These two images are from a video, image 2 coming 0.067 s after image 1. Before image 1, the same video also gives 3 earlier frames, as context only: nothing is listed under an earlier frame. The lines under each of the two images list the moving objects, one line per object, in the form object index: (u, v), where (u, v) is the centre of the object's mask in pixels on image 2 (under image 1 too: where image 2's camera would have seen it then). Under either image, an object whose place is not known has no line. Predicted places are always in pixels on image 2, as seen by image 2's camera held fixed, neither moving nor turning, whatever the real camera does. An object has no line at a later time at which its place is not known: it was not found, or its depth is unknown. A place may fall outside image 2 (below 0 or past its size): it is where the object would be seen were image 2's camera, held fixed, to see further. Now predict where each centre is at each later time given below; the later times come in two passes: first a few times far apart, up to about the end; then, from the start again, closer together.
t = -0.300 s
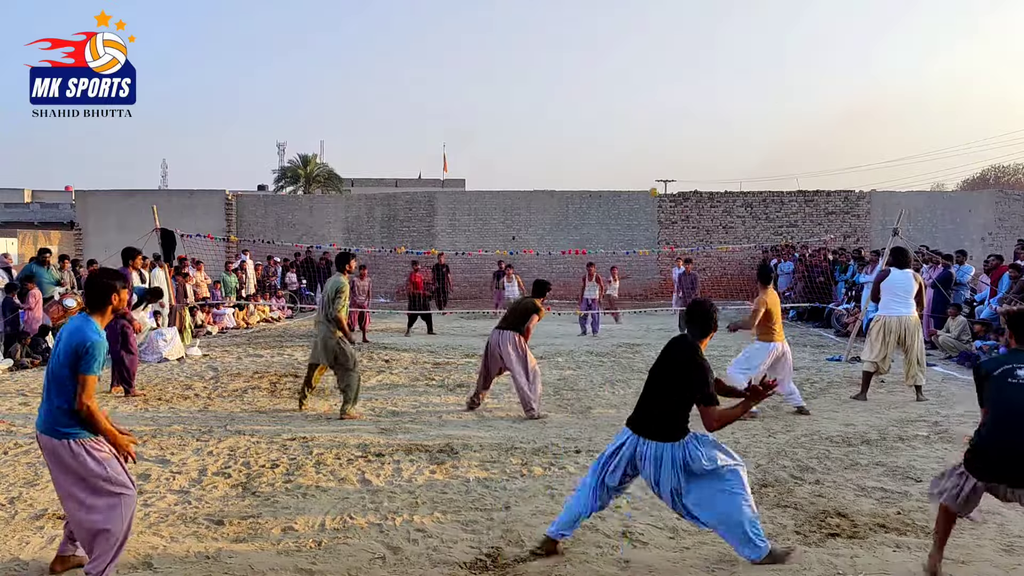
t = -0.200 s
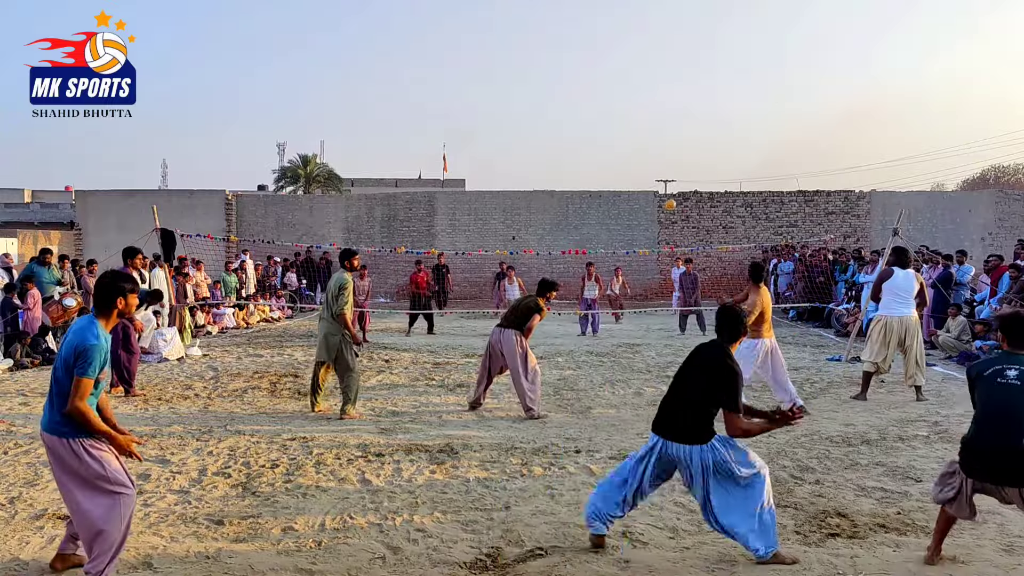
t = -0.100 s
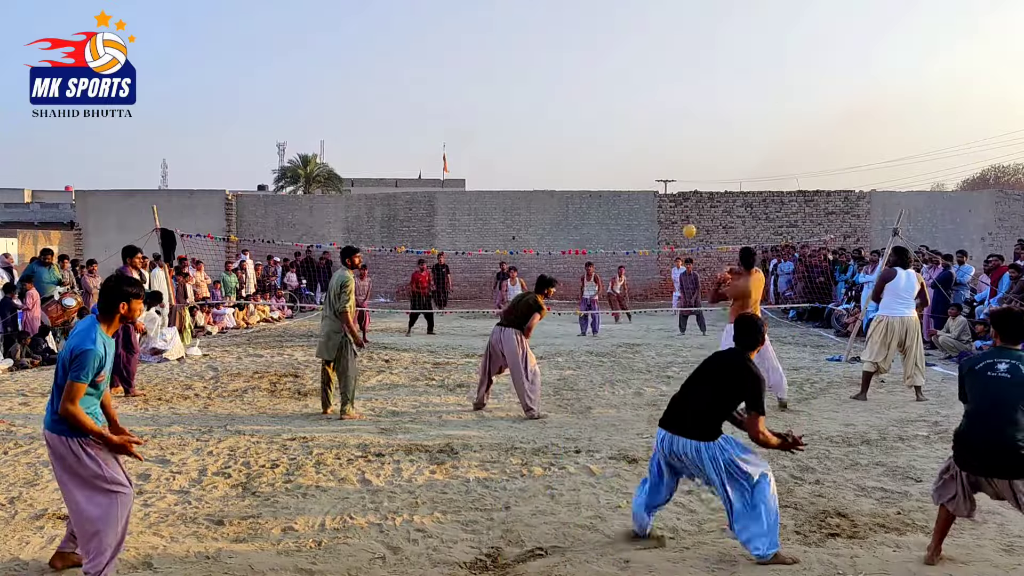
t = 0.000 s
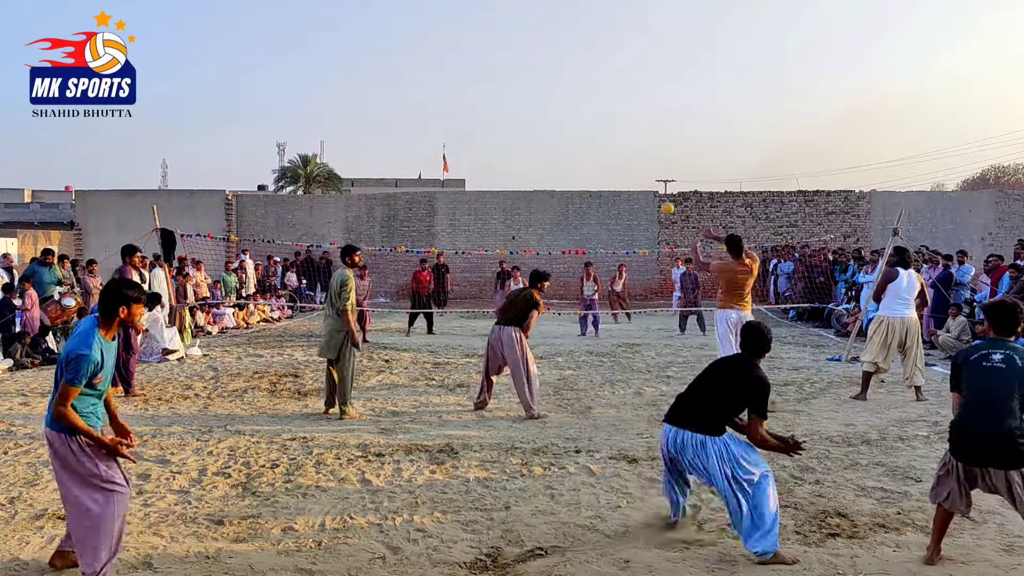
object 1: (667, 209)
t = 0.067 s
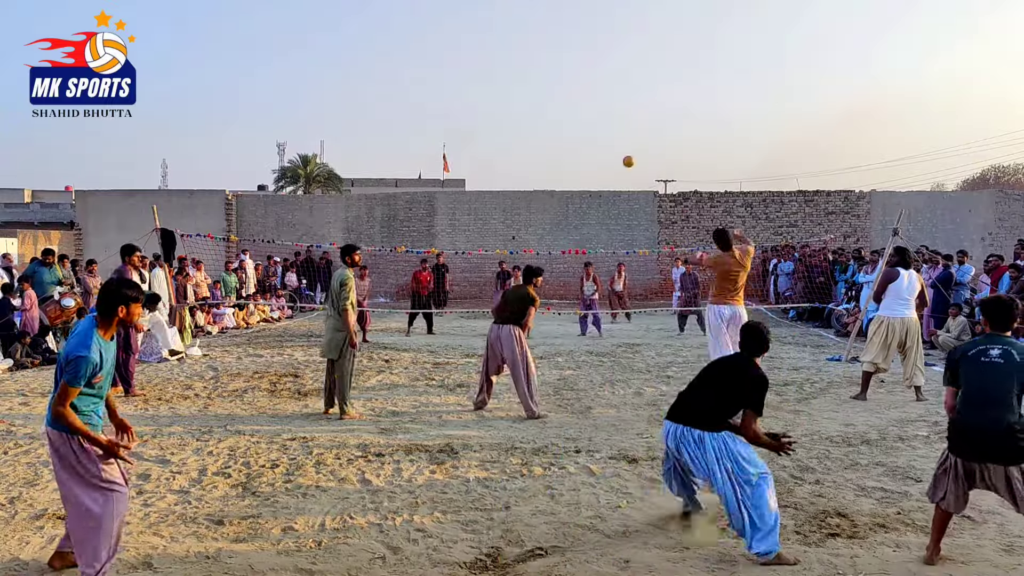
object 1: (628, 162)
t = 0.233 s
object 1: (555, 81)
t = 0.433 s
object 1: (495, 34)
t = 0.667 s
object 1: (446, 19)
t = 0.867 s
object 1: (415, 28)
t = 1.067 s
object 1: (390, 54)
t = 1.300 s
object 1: (365, 99)
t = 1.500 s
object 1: (348, 148)
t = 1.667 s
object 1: (337, 192)
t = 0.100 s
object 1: (611, 141)
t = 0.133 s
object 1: (595, 123)
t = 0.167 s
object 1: (581, 108)
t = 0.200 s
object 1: (568, 93)
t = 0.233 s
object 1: (555, 81)
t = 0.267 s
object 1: (544, 70)
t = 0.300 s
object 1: (533, 61)
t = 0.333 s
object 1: (522, 52)
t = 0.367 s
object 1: (513, 45)
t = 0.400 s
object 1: (504, 39)
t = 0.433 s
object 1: (495, 34)
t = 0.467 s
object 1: (487, 29)
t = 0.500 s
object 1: (480, 26)
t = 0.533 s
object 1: (472, 22)
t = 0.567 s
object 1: (465, 21)
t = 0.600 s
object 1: (459, 19)
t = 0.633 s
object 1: (452, 18)
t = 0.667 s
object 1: (446, 19)
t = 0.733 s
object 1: (435, 20)
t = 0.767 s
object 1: (430, 21)
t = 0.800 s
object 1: (425, 23)
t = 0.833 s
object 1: (420, 25)
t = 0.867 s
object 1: (415, 28)
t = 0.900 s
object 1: (411, 32)
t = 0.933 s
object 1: (407, 36)
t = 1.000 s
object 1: (398, 44)
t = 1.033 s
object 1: (394, 49)
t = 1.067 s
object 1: (390, 54)
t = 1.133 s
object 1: (382, 65)
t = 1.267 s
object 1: (368, 92)
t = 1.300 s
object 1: (365, 99)
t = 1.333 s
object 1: (362, 107)
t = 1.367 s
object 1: (360, 114)
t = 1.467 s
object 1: (351, 139)
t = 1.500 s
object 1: (348, 148)
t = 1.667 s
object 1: (337, 192)
